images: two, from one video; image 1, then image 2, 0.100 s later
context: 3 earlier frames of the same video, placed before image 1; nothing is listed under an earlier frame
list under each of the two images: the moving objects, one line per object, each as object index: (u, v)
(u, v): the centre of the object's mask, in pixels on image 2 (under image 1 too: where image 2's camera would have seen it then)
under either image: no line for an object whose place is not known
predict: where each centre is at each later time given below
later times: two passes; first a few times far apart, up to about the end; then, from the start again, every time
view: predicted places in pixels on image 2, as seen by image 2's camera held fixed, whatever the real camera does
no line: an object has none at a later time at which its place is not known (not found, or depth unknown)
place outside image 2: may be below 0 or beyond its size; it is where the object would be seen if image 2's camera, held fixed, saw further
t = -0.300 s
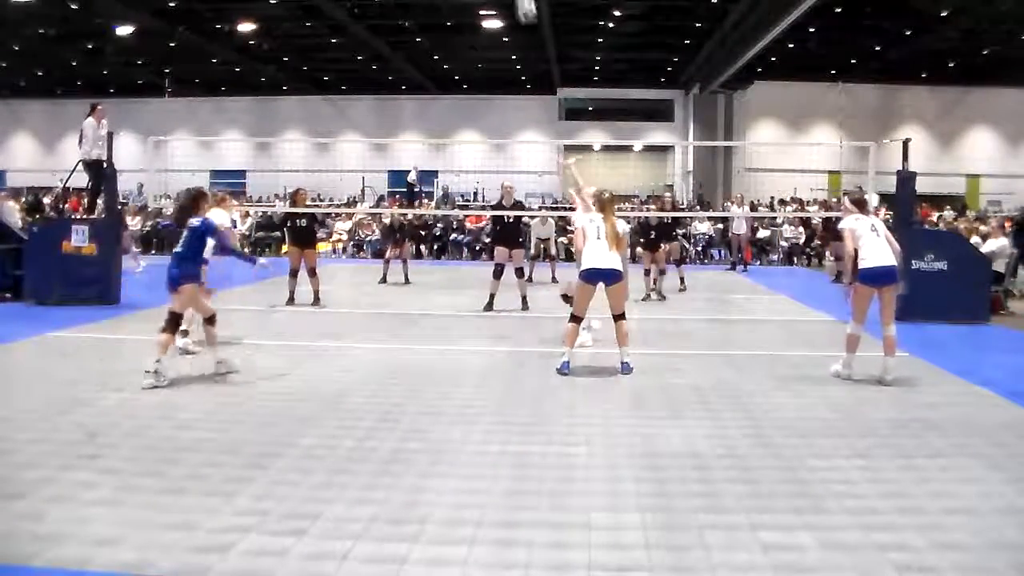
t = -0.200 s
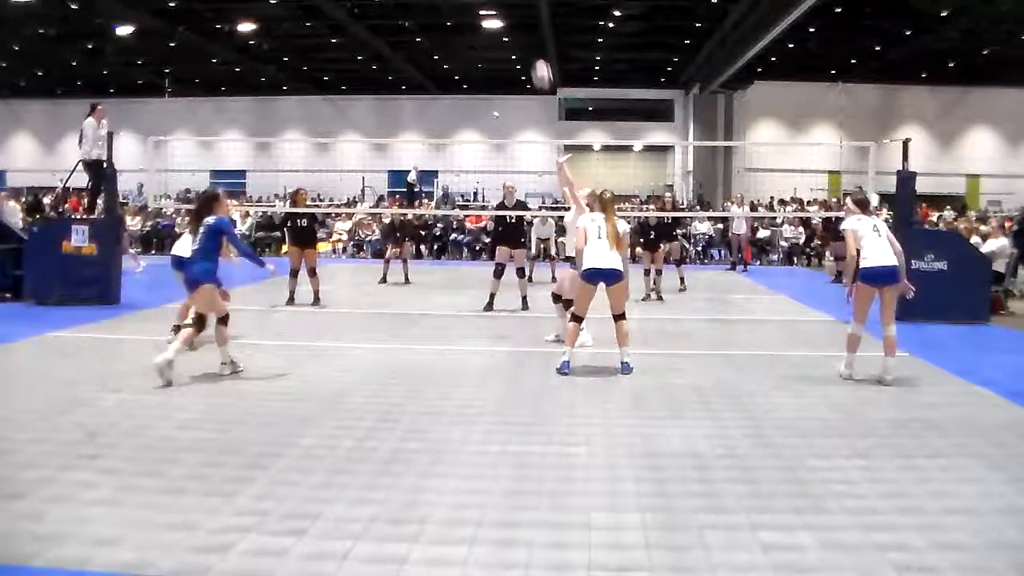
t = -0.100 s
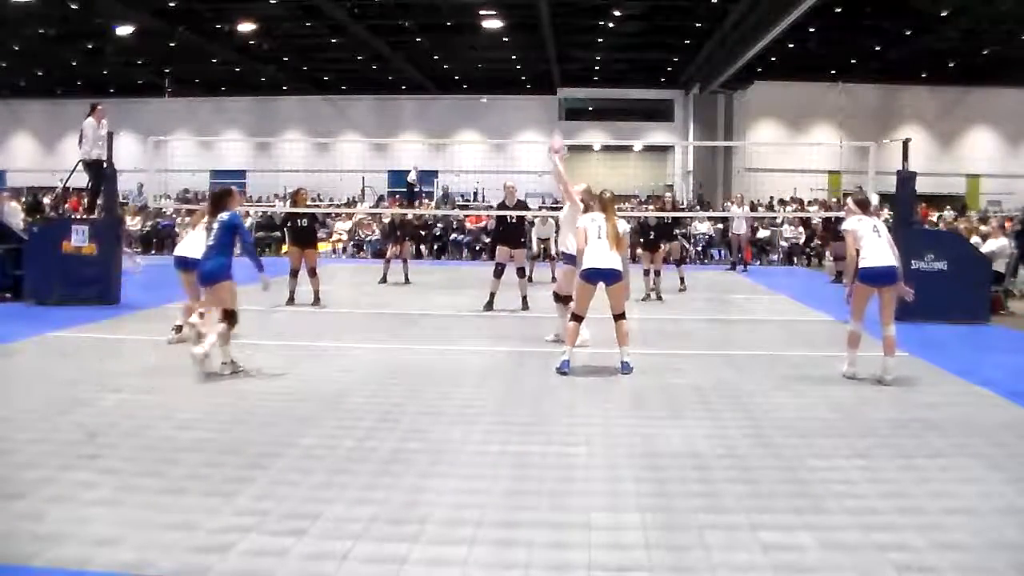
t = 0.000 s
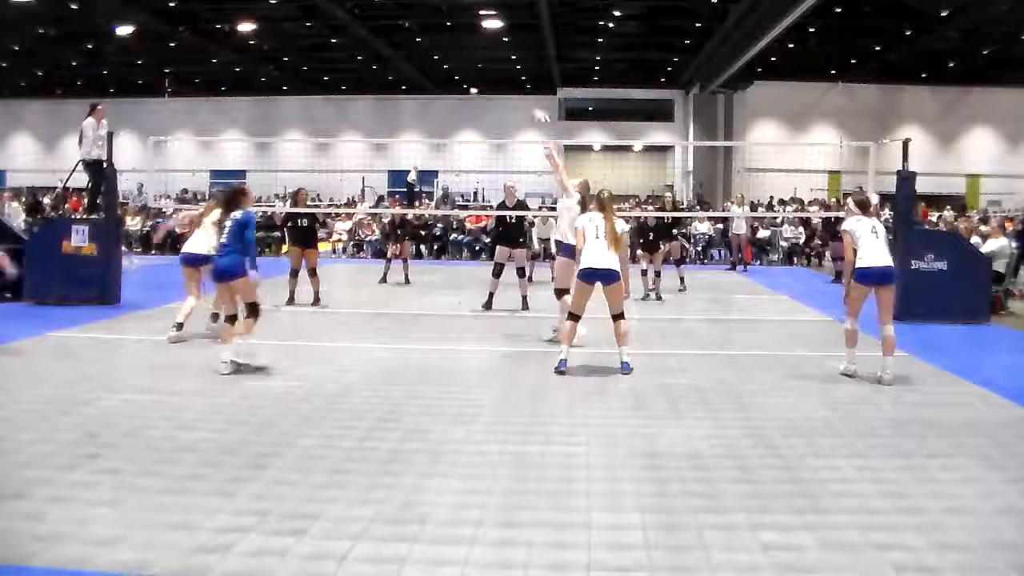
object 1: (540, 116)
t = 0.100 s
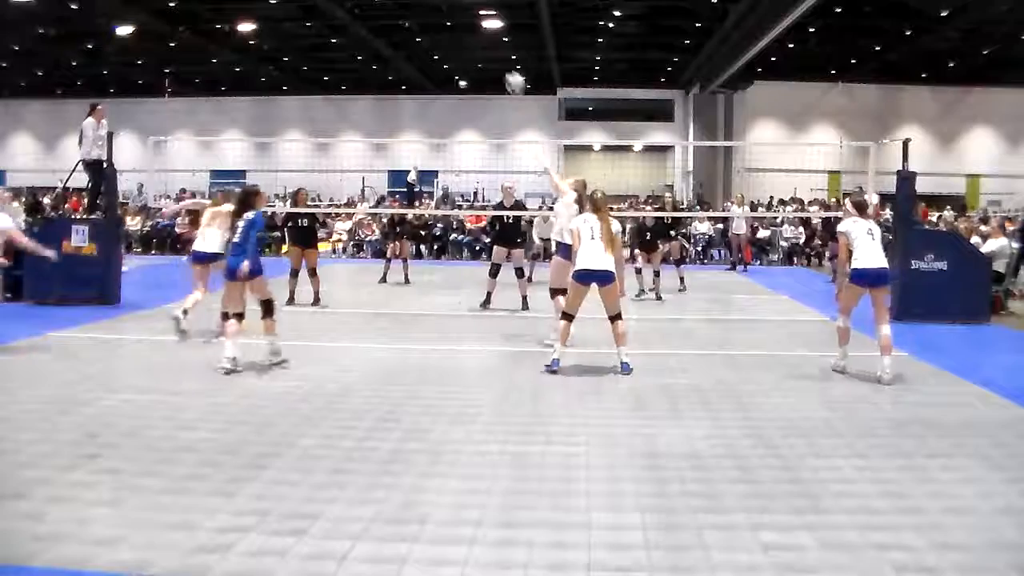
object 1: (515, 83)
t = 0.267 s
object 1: (475, 45)
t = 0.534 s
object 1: (417, 36)
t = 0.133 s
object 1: (506, 73)
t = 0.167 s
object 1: (498, 64)
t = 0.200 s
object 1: (491, 56)
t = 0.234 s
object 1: (483, 50)
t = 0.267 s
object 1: (475, 45)
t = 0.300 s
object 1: (467, 40)
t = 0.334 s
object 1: (461, 37)
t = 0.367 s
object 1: (453, 34)
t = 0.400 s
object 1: (446, 33)
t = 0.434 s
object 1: (438, 32)
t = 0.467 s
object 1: (431, 33)
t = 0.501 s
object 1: (424, 34)
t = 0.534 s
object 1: (417, 36)
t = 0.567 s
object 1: (411, 39)
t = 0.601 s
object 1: (405, 43)
